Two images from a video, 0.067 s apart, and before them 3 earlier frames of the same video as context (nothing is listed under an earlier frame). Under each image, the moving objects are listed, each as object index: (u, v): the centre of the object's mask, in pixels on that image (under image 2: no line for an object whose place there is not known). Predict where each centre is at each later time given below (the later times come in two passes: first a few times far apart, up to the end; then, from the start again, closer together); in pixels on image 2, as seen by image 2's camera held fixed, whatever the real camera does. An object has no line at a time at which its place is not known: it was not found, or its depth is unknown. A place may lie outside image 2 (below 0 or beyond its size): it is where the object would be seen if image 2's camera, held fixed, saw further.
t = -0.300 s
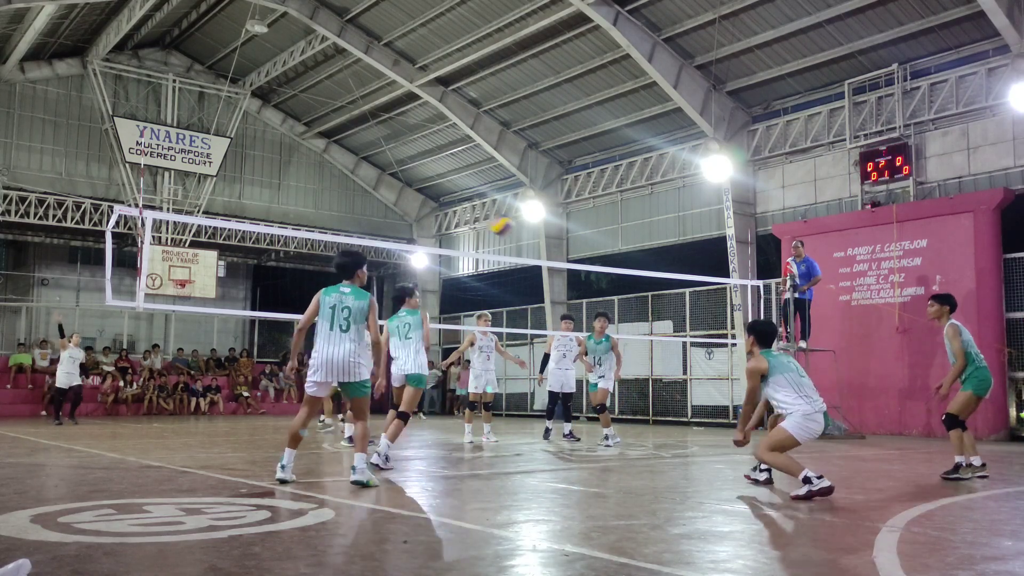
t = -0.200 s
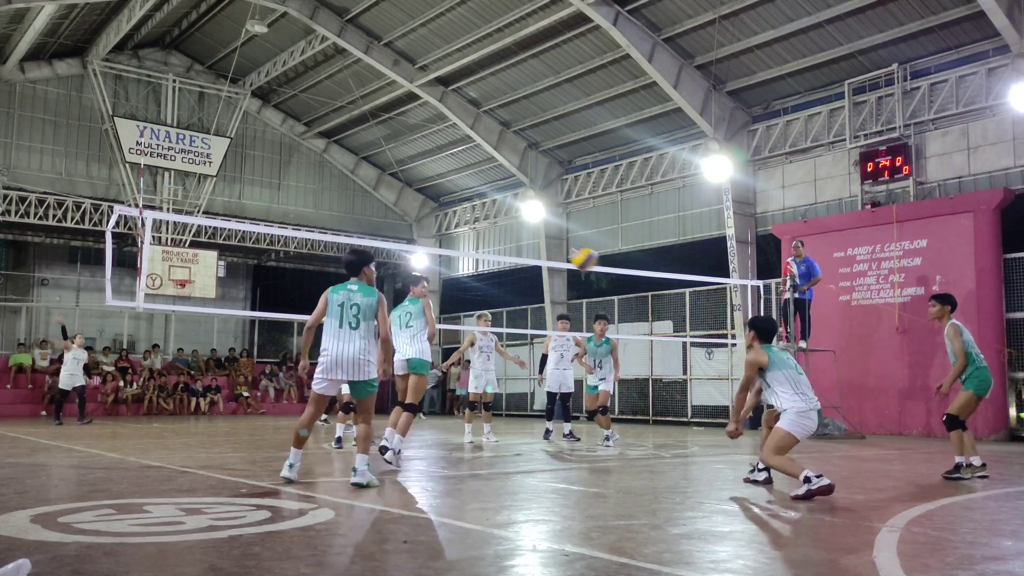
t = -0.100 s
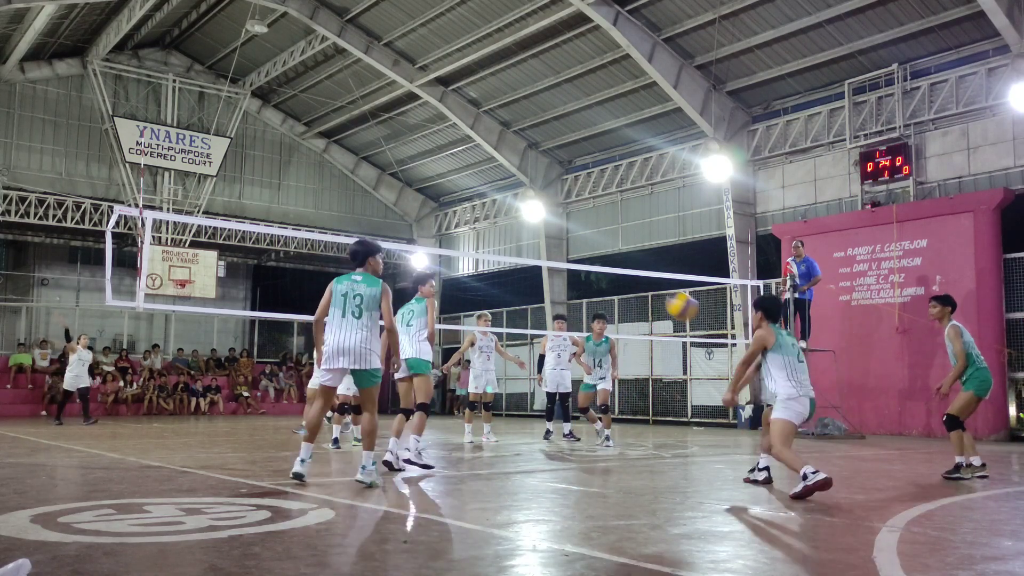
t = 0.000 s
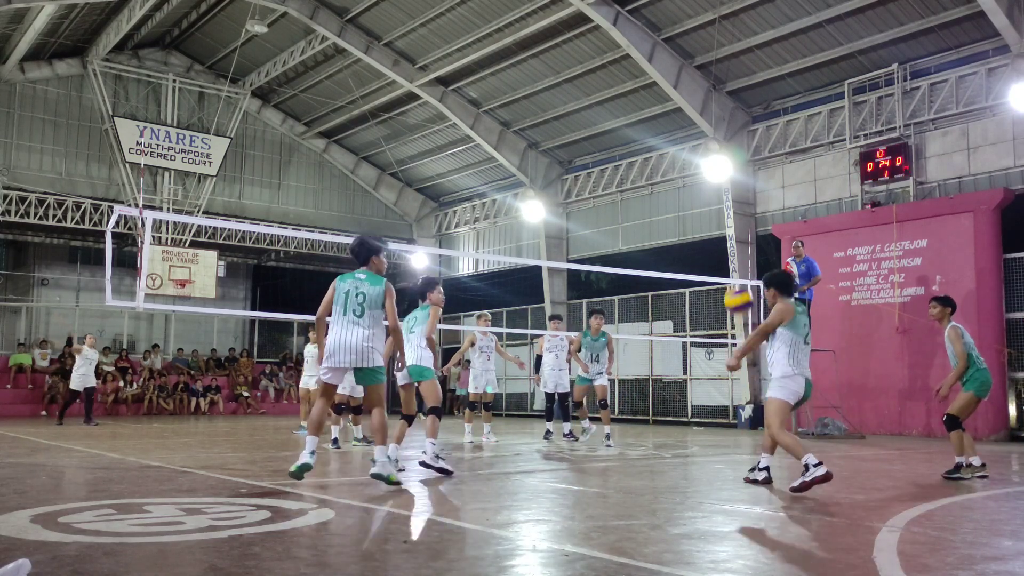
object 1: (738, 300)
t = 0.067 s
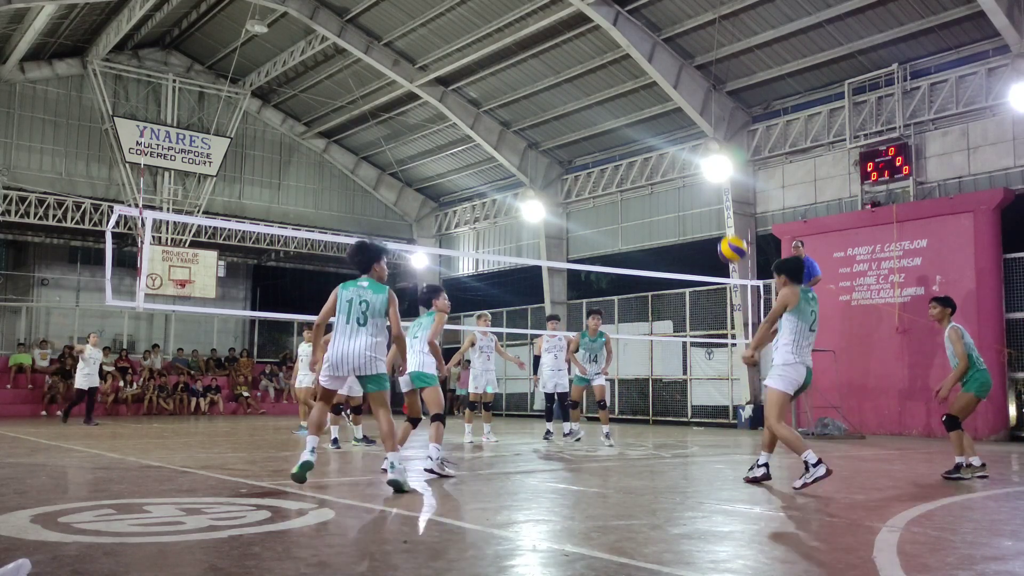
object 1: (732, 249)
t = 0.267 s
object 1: (715, 136)
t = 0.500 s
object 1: (699, 72)
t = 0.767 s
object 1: (684, 78)
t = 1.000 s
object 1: (670, 142)
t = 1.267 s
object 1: (655, 286)
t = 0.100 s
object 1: (730, 226)
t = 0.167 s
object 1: (725, 188)
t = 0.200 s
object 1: (720, 167)
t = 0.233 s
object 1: (718, 148)
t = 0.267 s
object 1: (715, 136)
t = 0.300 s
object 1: (713, 124)
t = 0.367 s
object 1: (709, 100)
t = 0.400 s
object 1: (706, 91)
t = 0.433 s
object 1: (705, 84)
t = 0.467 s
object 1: (702, 78)
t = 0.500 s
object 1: (699, 72)
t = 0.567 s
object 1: (695, 66)
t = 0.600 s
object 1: (693, 65)
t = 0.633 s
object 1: (691, 65)
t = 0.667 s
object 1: (689, 66)
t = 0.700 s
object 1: (687, 69)
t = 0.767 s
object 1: (684, 78)
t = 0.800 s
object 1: (681, 83)
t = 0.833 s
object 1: (679, 91)
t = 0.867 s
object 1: (677, 99)
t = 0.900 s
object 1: (675, 109)
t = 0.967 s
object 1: (671, 132)
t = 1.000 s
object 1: (670, 142)
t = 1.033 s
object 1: (668, 158)
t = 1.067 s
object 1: (667, 174)
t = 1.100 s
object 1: (665, 190)
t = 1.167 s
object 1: (661, 225)
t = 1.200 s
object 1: (658, 245)
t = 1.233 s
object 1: (657, 263)
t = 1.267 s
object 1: (655, 286)
